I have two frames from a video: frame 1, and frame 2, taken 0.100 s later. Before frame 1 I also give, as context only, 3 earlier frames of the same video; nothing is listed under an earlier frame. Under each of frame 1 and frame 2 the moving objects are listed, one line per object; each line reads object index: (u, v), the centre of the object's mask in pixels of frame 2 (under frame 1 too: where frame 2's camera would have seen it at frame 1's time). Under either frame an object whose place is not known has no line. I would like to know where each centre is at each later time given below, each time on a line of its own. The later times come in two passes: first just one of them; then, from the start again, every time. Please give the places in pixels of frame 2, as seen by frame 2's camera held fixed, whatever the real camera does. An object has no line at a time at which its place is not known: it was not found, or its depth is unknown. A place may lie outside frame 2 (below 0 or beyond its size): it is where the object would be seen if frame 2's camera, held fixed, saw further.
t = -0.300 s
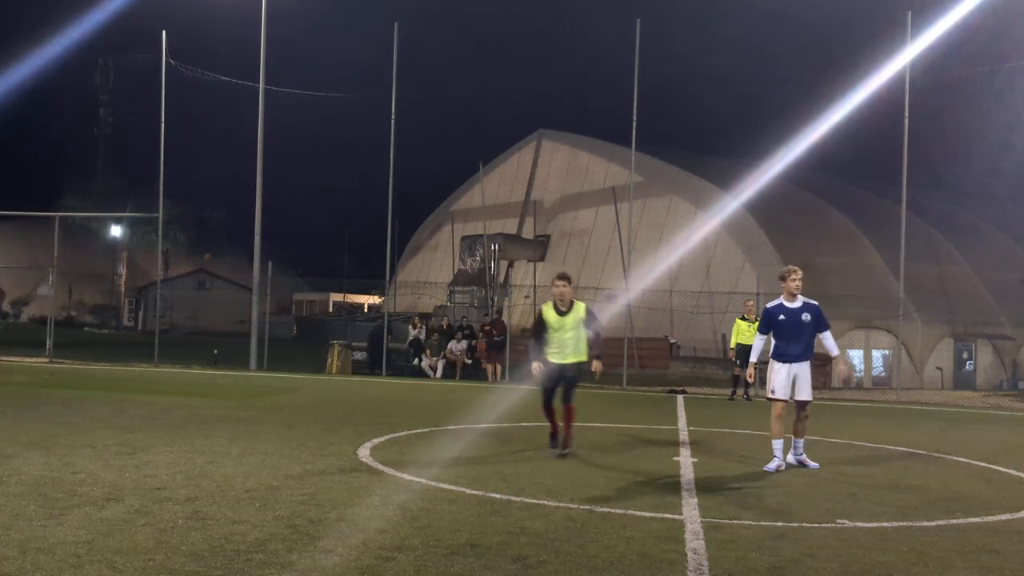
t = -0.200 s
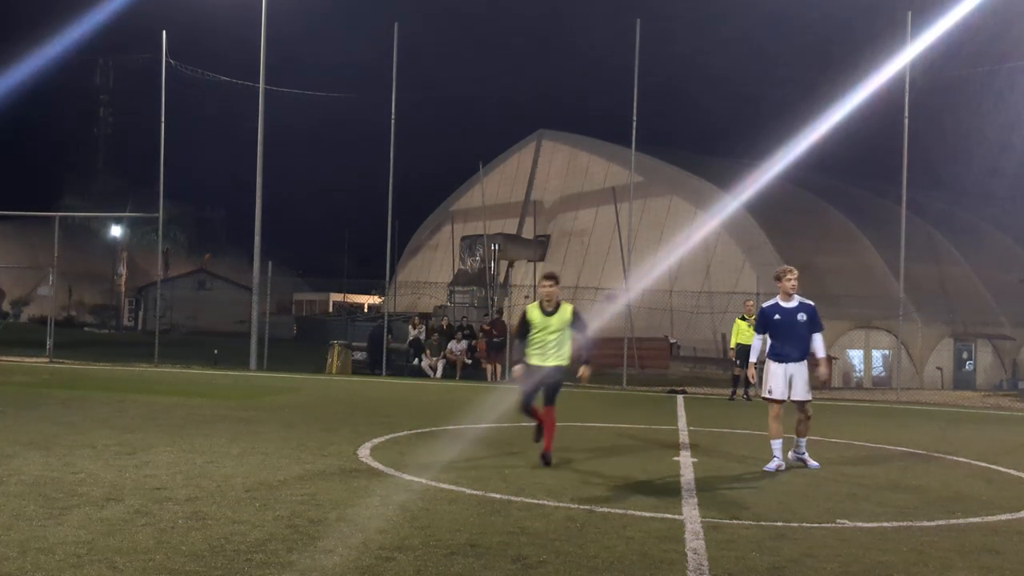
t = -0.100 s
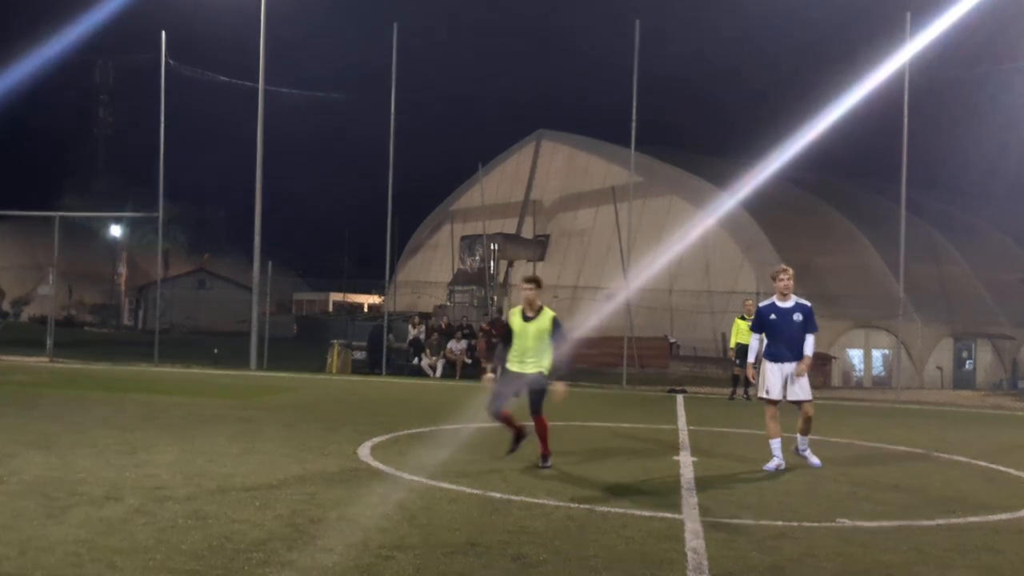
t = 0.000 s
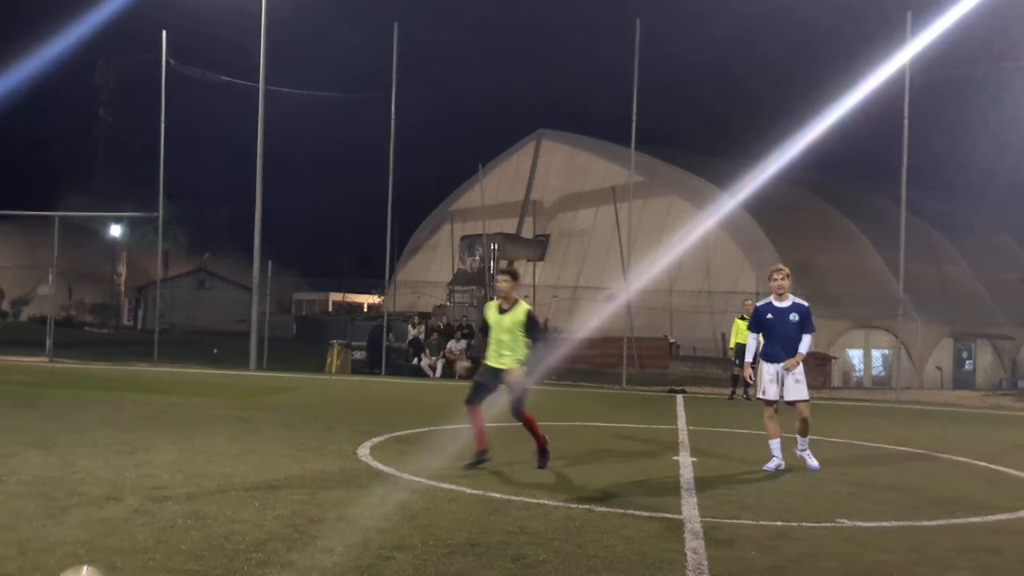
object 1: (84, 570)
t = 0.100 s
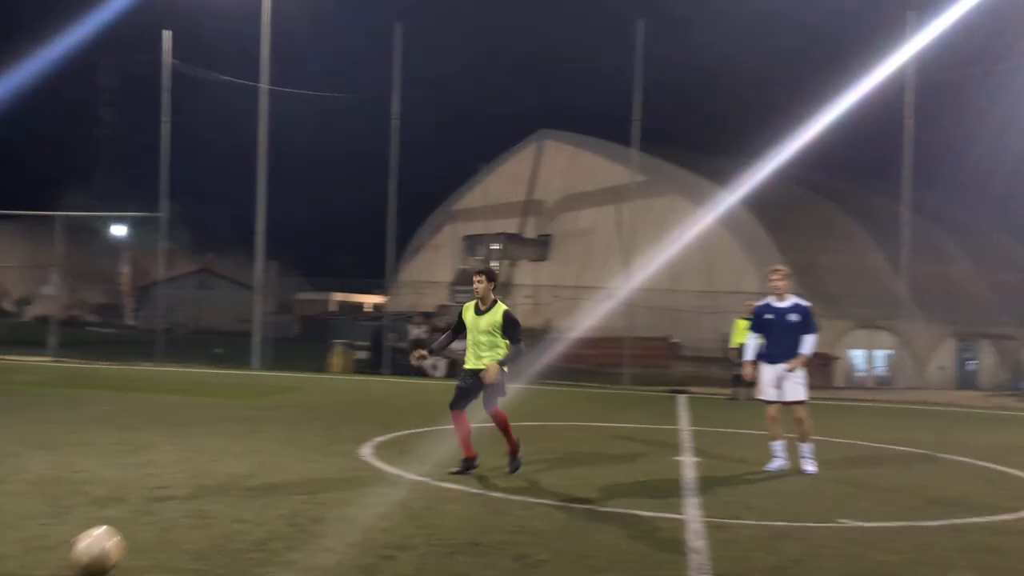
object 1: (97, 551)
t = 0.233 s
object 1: (107, 518)
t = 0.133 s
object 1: (98, 544)
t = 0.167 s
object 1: (100, 533)
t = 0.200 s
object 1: (104, 524)
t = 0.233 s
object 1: (107, 518)
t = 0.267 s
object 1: (106, 511)
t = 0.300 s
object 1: (110, 503)
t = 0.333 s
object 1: (112, 496)
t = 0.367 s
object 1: (111, 493)
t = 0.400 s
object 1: (113, 486)
